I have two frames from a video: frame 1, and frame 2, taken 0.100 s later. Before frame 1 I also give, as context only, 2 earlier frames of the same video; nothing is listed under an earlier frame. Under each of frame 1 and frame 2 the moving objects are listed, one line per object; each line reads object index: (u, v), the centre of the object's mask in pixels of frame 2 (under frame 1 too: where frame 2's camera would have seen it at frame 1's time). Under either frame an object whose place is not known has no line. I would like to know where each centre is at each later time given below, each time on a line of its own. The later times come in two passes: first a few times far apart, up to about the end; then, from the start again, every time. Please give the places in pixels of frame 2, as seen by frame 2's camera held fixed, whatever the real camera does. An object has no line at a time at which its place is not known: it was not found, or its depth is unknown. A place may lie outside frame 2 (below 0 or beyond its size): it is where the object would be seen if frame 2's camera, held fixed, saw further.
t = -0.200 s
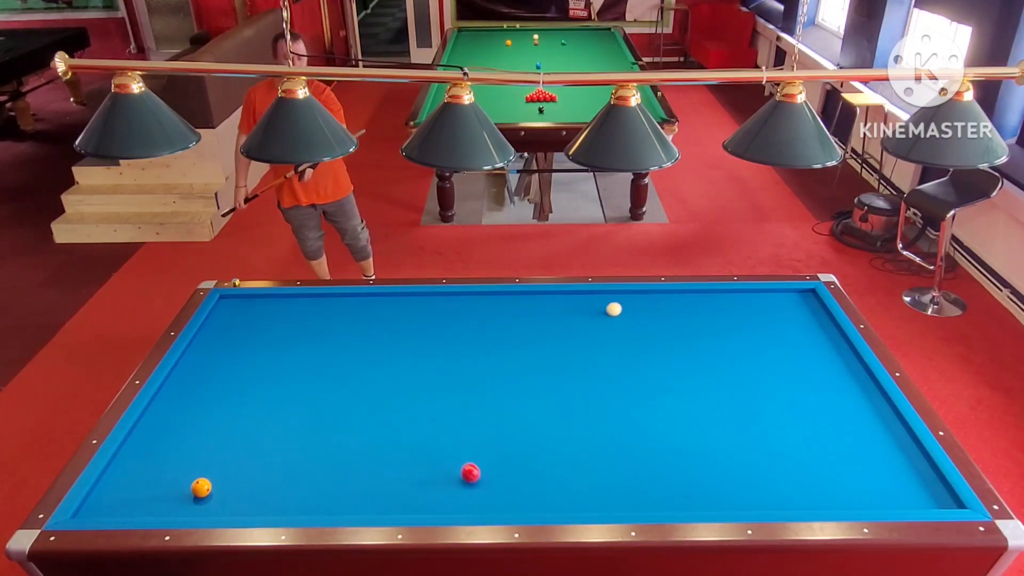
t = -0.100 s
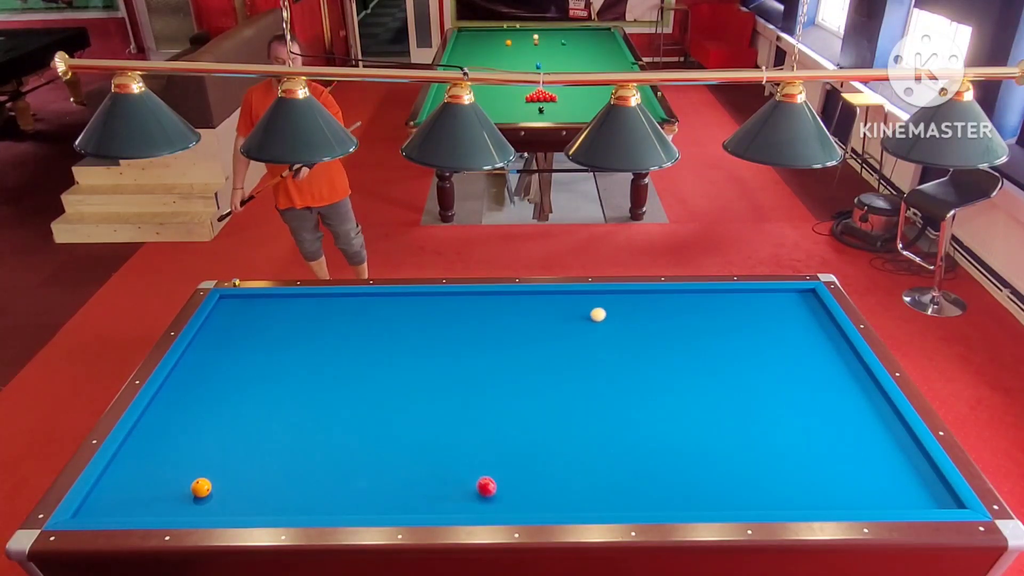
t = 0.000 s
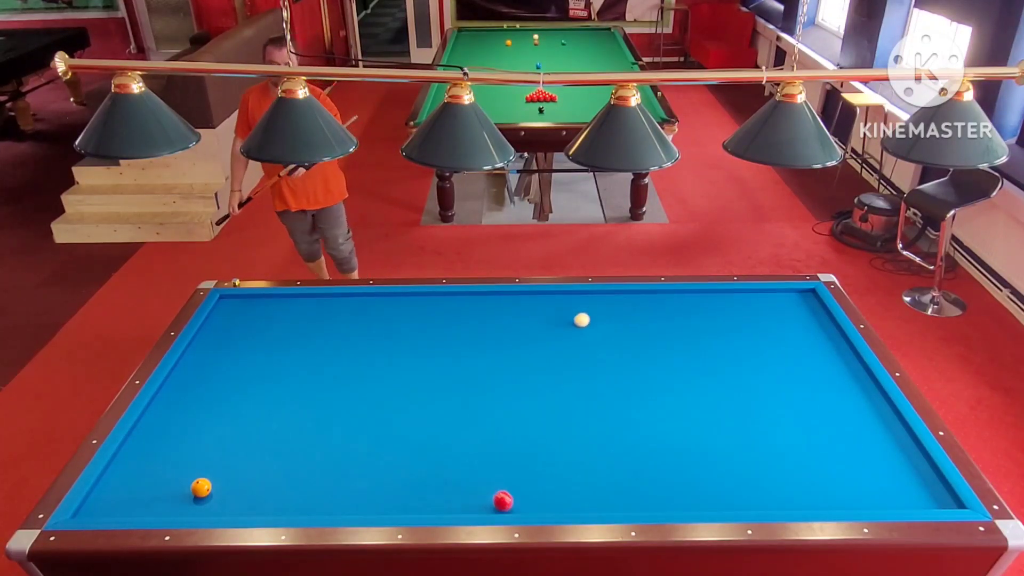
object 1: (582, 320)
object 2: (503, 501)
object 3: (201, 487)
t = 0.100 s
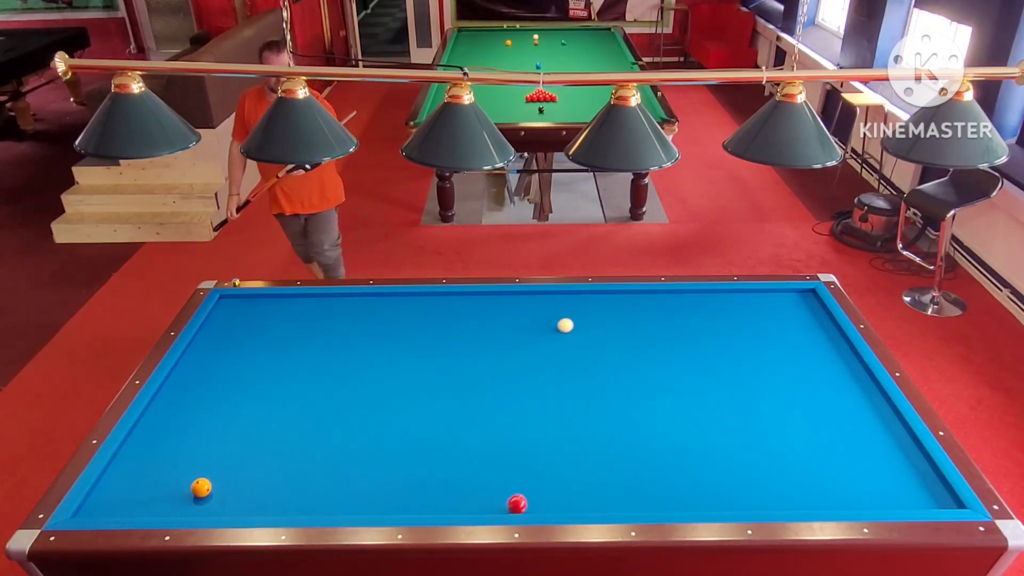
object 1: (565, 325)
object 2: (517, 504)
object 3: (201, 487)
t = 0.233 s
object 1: (543, 333)
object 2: (531, 492)
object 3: (201, 487)
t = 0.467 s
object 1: (502, 346)
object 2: (555, 476)
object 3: (201, 487)
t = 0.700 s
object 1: (460, 360)
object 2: (577, 462)
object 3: (201, 487)
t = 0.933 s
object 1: (416, 375)
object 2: (598, 448)
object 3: (201, 487)
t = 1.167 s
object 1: (371, 390)
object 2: (617, 436)
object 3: (201, 487)
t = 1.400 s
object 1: (323, 406)
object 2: (634, 424)
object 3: (201, 487)
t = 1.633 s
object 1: (274, 422)
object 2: (651, 413)
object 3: (201, 487)
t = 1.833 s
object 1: (230, 437)
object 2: (665, 404)
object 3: (201, 487)
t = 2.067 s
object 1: (176, 455)
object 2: (679, 394)
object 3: (201, 487)
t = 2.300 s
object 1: (120, 473)
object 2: (693, 385)
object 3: (201, 487)
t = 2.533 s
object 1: (116, 493)
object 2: (706, 376)
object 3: (201, 487)
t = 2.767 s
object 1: (132, 510)
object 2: (718, 369)
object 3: (201, 487)
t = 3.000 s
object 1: (165, 498)
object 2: (730, 361)
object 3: (201, 487)
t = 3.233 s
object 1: (184, 489)
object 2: (741, 354)
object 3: (212, 485)
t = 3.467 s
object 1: (189, 483)
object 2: (751, 347)
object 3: (230, 482)
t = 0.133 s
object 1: (560, 327)
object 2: (521, 501)
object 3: (201, 487)
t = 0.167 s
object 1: (554, 329)
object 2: (524, 497)
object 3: (201, 487)
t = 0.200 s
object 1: (549, 331)
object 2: (528, 494)
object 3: (201, 487)
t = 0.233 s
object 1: (543, 333)
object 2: (531, 492)
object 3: (201, 487)
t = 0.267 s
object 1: (537, 335)
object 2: (535, 490)
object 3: (201, 487)
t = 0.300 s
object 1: (532, 336)
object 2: (538, 488)
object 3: (201, 487)
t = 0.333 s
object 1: (526, 338)
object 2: (542, 485)
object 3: (201, 487)
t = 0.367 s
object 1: (520, 340)
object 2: (545, 483)
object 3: (201, 488)
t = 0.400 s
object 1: (514, 342)
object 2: (548, 481)
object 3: (201, 487)
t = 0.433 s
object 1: (508, 344)
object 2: (552, 479)
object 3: (201, 487)
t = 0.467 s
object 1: (502, 346)
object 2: (555, 476)
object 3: (201, 487)
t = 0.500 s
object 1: (496, 348)
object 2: (558, 474)
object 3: (201, 487)
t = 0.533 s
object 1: (491, 350)
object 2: (561, 472)
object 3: (201, 487)
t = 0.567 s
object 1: (485, 352)
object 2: (565, 470)
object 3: (201, 487)
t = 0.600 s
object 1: (479, 354)
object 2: (568, 468)
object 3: (201, 487)
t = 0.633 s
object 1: (472, 356)
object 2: (571, 466)
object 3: (201, 487)
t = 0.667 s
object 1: (466, 358)
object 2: (574, 464)
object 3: (201, 487)
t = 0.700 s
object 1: (460, 360)
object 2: (577, 462)
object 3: (201, 487)
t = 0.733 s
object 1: (454, 362)
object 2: (580, 460)
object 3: (201, 487)
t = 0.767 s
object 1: (448, 364)
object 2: (583, 458)
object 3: (201, 487)
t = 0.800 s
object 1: (442, 366)
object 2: (586, 456)
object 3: (201, 487)
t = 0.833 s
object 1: (436, 368)
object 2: (589, 454)
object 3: (201, 487)
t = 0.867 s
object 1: (429, 370)
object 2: (592, 452)
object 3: (201, 487)
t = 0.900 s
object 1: (423, 373)
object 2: (595, 450)
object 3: (201, 487)
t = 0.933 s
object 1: (416, 375)
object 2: (598, 448)
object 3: (201, 487)
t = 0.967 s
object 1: (410, 377)
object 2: (600, 446)
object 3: (201, 487)
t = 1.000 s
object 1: (403, 379)
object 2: (603, 445)
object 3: (201, 487)
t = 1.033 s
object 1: (397, 381)
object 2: (606, 443)
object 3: (201, 487)
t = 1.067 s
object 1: (390, 383)
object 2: (609, 441)
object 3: (201, 487)
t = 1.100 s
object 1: (384, 385)
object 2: (611, 439)
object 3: (201, 487)
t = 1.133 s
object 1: (377, 388)
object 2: (614, 437)
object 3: (201, 487)
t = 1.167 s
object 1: (371, 390)
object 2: (617, 436)
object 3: (201, 487)
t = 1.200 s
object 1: (364, 392)
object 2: (619, 434)
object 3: (201, 487)
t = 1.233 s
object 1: (357, 394)
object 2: (622, 432)
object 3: (201, 487)
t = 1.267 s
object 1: (351, 397)
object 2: (624, 430)
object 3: (201, 487)
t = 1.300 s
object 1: (344, 399)
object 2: (627, 429)
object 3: (201, 487)
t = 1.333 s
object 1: (337, 401)
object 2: (629, 427)
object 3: (201, 487)
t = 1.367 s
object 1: (330, 403)
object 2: (632, 425)
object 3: (201, 487)
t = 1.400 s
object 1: (323, 406)
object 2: (634, 424)
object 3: (201, 487)
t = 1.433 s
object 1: (316, 408)
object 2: (637, 422)
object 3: (201, 487)
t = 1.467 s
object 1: (309, 411)
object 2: (639, 421)
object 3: (201, 487)
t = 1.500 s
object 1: (302, 412)
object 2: (642, 419)
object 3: (201, 487)
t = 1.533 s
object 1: (295, 415)
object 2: (644, 418)
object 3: (201, 487)
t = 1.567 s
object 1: (288, 417)
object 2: (647, 416)
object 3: (201, 487)
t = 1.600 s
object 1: (281, 420)
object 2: (649, 414)
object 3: (201, 487)
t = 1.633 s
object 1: (274, 422)
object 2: (651, 413)
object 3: (201, 487)
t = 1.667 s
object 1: (267, 424)
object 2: (653, 411)
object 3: (201, 487)
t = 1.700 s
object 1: (259, 427)
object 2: (656, 410)
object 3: (201, 487)
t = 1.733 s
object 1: (252, 430)
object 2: (658, 408)
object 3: (201, 487)
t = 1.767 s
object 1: (244, 432)
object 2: (660, 407)
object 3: (201, 487)
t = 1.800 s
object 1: (237, 434)
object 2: (663, 405)
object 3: (201, 487)
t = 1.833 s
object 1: (230, 437)
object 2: (665, 404)
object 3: (201, 487)
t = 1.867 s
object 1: (222, 439)
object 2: (667, 402)
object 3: (201, 487)
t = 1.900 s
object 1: (214, 442)
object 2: (669, 401)
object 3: (201, 487)
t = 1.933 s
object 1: (207, 444)
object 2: (671, 400)
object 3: (201, 487)
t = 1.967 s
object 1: (199, 447)
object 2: (673, 398)
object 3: (201, 487)
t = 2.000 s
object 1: (191, 450)
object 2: (675, 397)
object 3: (201, 487)
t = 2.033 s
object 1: (184, 452)
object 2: (677, 396)
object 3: (201, 487)
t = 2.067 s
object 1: (176, 455)
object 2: (679, 394)
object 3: (201, 487)
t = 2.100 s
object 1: (168, 457)
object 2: (682, 393)
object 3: (201, 487)
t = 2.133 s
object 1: (160, 460)
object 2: (683, 392)
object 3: (201, 487)
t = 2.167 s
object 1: (152, 463)
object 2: (685, 390)
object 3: (201, 487)
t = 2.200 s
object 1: (144, 465)
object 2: (687, 389)
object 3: (201, 487)
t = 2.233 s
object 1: (136, 468)
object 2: (689, 388)
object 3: (201, 487)
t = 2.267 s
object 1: (128, 471)
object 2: (691, 386)
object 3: (201, 487)
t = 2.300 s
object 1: (120, 473)
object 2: (693, 385)
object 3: (201, 487)
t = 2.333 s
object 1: (112, 476)
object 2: (695, 384)
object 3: (201, 487)
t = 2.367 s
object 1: (104, 479)
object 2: (697, 383)
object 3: (201, 487)
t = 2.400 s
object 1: (107, 482)
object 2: (699, 381)
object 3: (201, 487)
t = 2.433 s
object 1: (110, 484)
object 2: (701, 380)
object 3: (201, 487)
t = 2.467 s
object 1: (112, 487)
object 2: (703, 379)
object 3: (201, 487)
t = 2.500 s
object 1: (114, 490)
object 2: (704, 378)
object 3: (201, 487)
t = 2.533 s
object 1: (116, 493)
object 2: (706, 376)
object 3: (201, 487)
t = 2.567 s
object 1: (118, 496)
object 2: (708, 375)
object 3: (201, 487)
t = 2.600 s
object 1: (120, 499)
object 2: (710, 374)
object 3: (201, 487)
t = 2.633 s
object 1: (122, 502)
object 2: (712, 373)
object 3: (201, 487)
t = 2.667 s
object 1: (124, 505)
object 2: (713, 372)
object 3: (201, 487)
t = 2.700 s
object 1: (126, 508)
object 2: (715, 371)
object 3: (201, 487)
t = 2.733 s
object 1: (128, 510)
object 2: (717, 370)
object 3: (201, 487)
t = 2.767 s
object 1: (132, 510)
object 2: (718, 369)
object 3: (201, 487)
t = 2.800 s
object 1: (137, 508)
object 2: (720, 367)
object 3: (201, 487)
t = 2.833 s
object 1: (142, 507)
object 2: (722, 366)
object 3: (201, 487)
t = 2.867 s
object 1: (147, 506)
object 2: (723, 365)
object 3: (201, 487)
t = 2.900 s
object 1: (151, 504)
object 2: (725, 364)
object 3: (201, 487)
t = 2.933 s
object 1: (156, 502)
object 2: (727, 363)
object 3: (201, 487)
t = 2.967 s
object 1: (160, 500)
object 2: (728, 362)
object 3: (201, 487)
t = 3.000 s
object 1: (165, 498)
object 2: (730, 361)
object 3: (201, 487)
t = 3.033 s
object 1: (169, 497)
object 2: (732, 360)
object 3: (201, 487)
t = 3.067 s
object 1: (174, 495)
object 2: (733, 359)
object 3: (201, 487)
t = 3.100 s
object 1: (178, 493)
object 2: (735, 358)
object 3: (201, 487)
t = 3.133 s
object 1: (181, 492)
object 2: (736, 357)
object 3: (203, 487)
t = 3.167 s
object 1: (182, 491)
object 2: (738, 356)
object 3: (206, 486)
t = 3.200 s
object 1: (183, 490)
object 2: (739, 355)
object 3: (209, 486)
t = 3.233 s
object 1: (184, 489)
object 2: (741, 354)
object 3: (212, 485)
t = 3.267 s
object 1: (185, 488)
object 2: (742, 353)
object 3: (214, 485)
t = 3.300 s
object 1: (186, 487)
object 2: (744, 352)
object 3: (217, 484)
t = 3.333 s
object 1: (186, 486)
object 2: (745, 351)
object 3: (220, 484)
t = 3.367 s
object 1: (187, 485)
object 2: (747, 350)
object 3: (222, 483)
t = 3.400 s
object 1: (188, 485)
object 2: (748, 349)
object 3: (225, 483)
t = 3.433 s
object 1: (189, 484)
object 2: (750, 348)
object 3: (227, 482)
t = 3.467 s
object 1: (189, 483)
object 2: (751, 347)
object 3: (230, 482)
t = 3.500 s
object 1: (190, 482)
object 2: (752, 346)
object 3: (232, 482)
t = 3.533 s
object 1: (191, 481)
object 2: (754, 345)
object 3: (235, 481)
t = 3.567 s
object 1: (192, 480)
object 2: (755, 345)
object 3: (237, 481)
